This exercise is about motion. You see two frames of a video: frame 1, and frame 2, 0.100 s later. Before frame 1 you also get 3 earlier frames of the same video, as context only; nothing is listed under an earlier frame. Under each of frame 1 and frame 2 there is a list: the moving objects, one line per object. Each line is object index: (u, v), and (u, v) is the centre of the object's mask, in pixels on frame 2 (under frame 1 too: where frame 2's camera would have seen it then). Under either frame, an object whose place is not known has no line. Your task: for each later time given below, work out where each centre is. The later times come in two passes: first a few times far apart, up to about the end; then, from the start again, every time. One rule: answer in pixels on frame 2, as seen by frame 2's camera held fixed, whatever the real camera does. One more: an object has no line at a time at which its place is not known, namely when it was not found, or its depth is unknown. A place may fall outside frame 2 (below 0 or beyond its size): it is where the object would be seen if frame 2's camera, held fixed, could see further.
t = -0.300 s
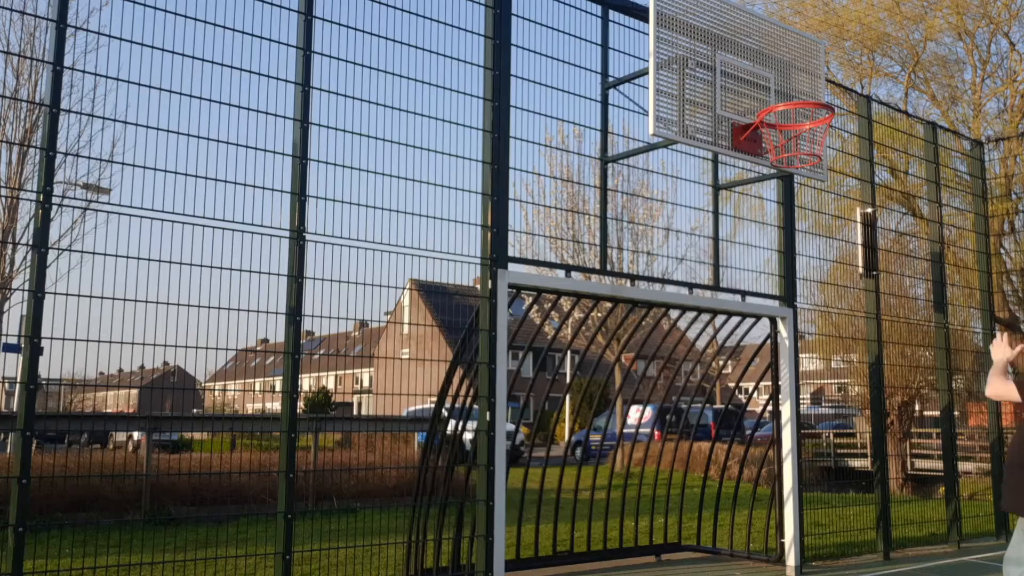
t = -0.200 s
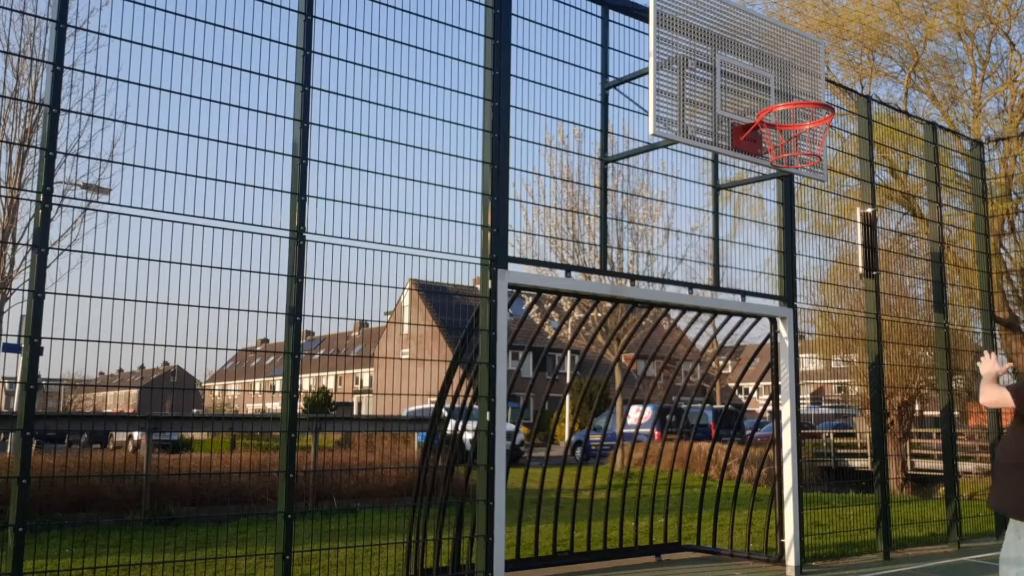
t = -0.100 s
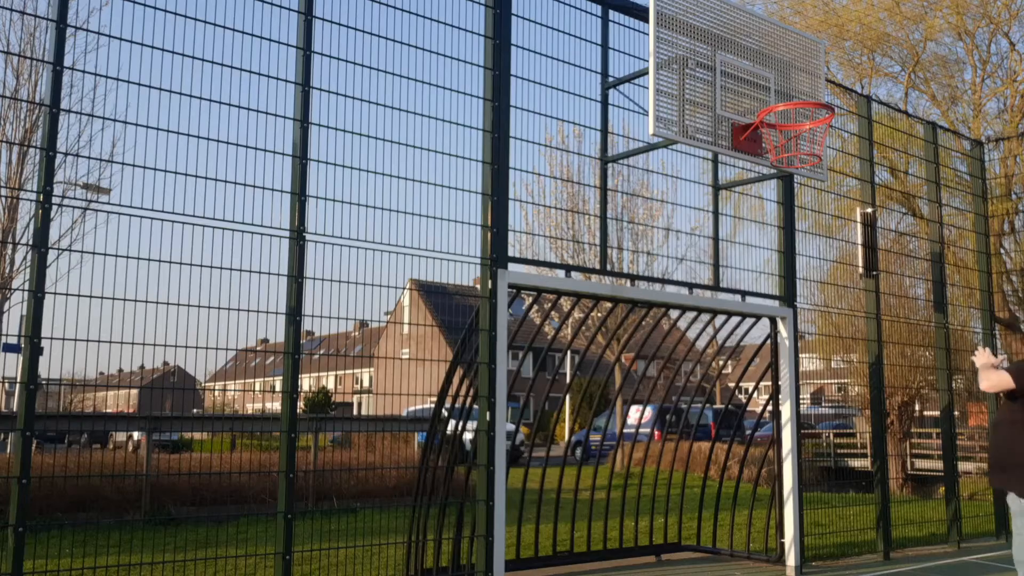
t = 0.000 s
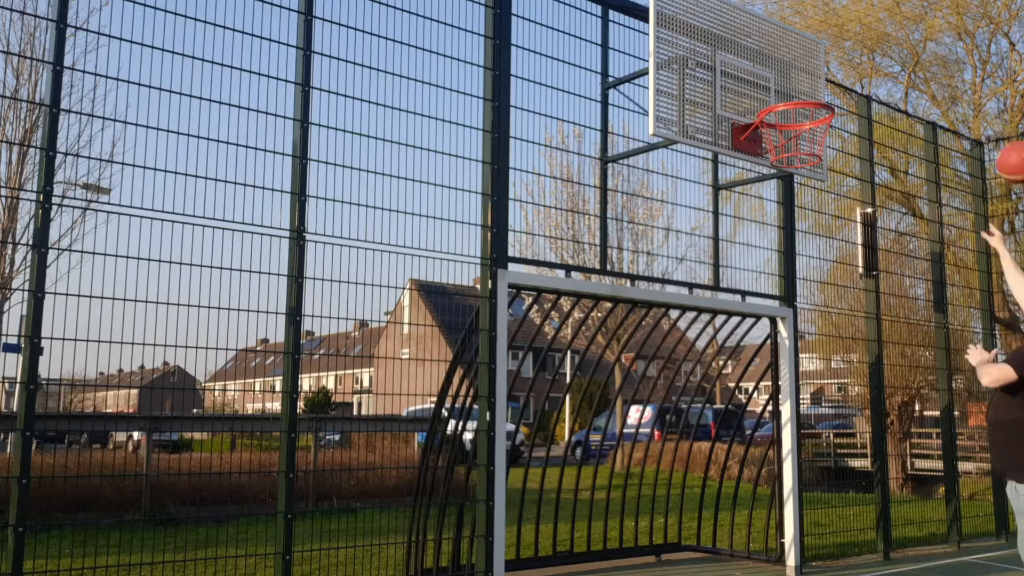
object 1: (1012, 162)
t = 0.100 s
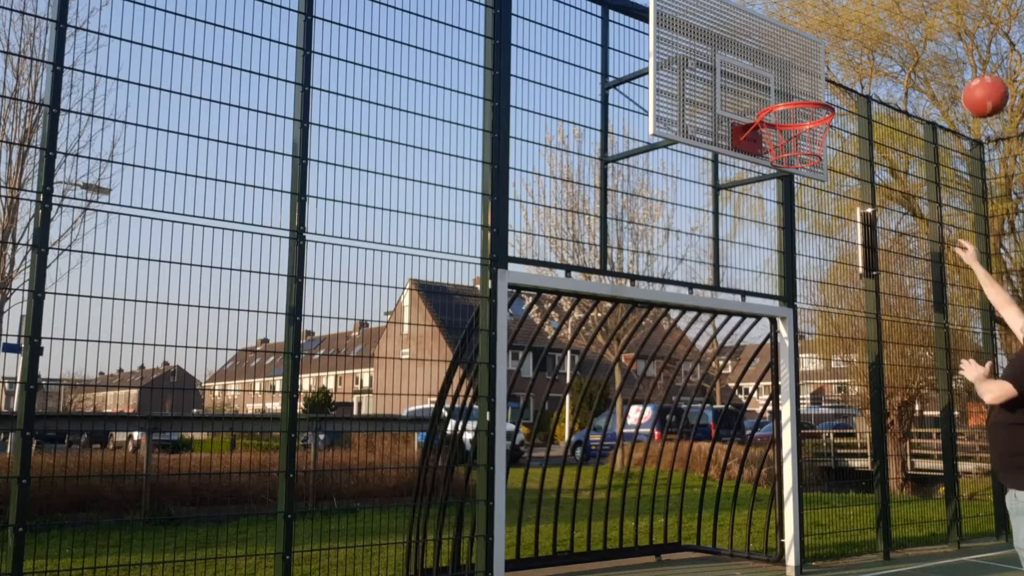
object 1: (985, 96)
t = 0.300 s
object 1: (925, 29)
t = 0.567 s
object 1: (862, 46)
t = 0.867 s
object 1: (824, 70)
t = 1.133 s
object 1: (814, 101)
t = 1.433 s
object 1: (791, 88)
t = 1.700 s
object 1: (777, 92)
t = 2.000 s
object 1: (795, 93)
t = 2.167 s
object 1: (801, 115)
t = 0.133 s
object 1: (974, 80)
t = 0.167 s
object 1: (964, 65)
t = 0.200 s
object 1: (954, 54)
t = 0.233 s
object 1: (943, 43)
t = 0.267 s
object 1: (934, 35)
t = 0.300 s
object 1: (925, 29)
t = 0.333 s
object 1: (916, 25)
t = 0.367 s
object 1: (908, 23)
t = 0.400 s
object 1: (899, 22)
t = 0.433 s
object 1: (891, 24)
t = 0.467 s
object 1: (883, 27)
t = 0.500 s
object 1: (876, 32)
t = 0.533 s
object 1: (869, 38)
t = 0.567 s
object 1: (862, 46)
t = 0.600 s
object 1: (854, 56)
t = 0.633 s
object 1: (847, 67)
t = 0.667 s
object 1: (841, 78)
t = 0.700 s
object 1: (835, 91)
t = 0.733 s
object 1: (832, 90)
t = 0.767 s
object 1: (829, 84)
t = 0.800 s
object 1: (828, 77)
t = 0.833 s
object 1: (826, 73)
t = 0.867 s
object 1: (824, 70)
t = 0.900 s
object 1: (822, 68)
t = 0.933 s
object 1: (821, 68)
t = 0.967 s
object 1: (820, 70)
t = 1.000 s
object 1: (818, 73)
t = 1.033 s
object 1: (817, 78)
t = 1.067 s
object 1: (816, 85)
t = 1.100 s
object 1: (815, 90)
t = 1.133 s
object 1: (814, 101)
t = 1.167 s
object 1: (811, 100)
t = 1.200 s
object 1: (809, 91)
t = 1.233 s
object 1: (806, 88)
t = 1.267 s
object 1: (803, 85)
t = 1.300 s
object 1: (801, 83)
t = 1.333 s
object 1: (798, 83)
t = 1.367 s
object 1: (796, 83)
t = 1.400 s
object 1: (793, 85)
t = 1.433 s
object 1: (791, 88)
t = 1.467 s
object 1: (789, 91)
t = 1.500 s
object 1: (786, 102)
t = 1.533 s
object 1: (785, 110)
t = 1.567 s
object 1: (782, 102)
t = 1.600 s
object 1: (780, 94)
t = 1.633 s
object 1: (778, 93)
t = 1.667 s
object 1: (776, 93)
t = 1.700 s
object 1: (777, 92)
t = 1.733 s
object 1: (780, 91)
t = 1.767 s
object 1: (783, 91)
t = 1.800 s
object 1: (785, 93)
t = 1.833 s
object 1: (788, 101)
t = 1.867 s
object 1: (791, 109)
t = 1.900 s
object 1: (791, 107)
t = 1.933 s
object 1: (793, 101)
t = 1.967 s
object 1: (794, 97)
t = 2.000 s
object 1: (795, 93)
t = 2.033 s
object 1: (796, 96)
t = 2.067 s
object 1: (797, 97)
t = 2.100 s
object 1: (798, 101)
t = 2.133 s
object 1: (800, 107)
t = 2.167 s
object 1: (801, 115)
